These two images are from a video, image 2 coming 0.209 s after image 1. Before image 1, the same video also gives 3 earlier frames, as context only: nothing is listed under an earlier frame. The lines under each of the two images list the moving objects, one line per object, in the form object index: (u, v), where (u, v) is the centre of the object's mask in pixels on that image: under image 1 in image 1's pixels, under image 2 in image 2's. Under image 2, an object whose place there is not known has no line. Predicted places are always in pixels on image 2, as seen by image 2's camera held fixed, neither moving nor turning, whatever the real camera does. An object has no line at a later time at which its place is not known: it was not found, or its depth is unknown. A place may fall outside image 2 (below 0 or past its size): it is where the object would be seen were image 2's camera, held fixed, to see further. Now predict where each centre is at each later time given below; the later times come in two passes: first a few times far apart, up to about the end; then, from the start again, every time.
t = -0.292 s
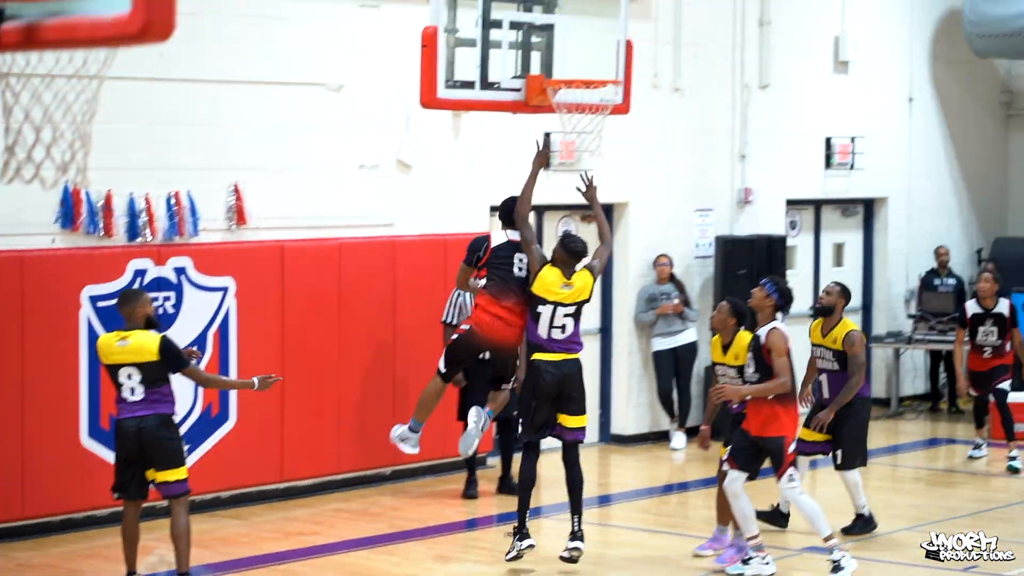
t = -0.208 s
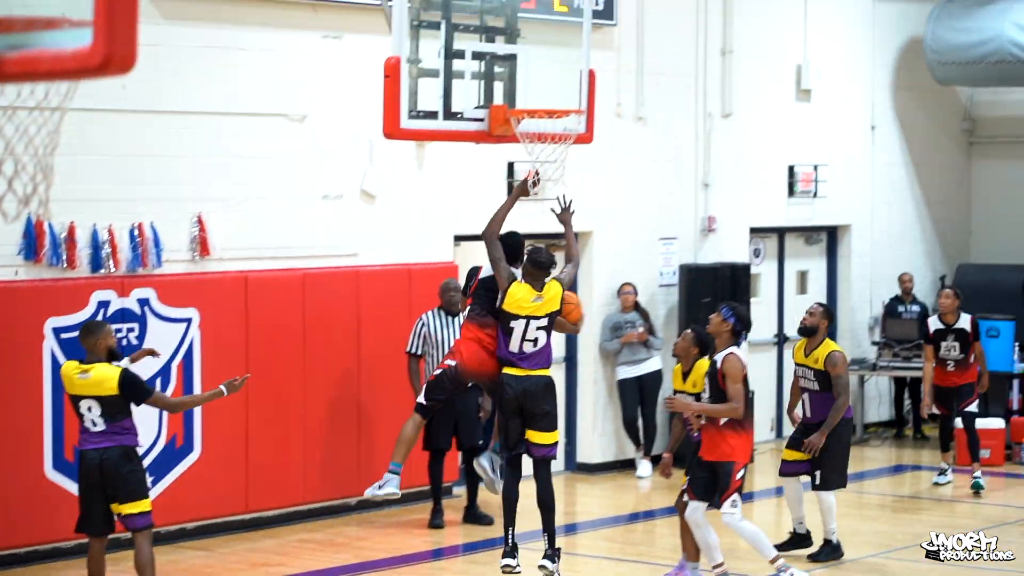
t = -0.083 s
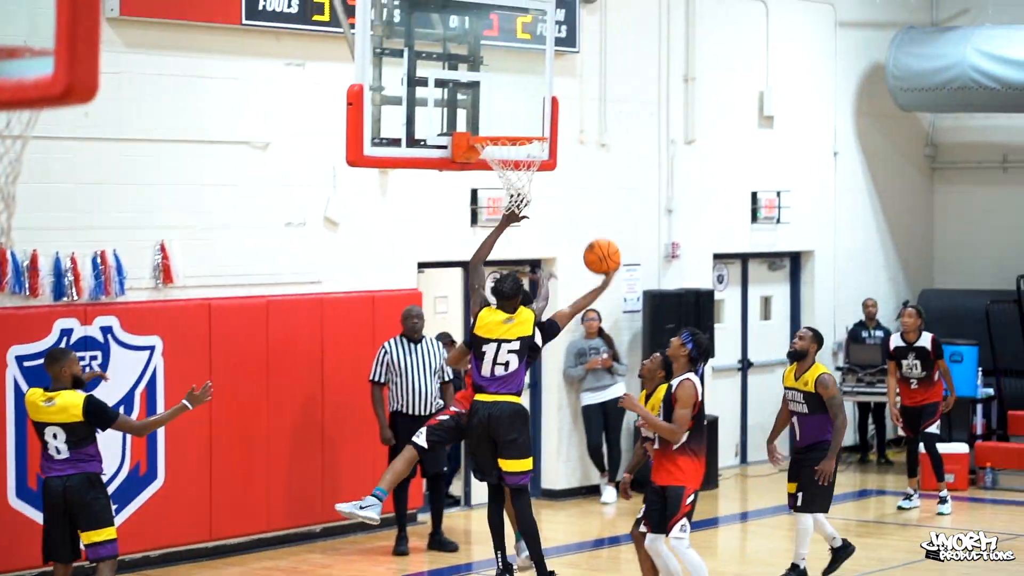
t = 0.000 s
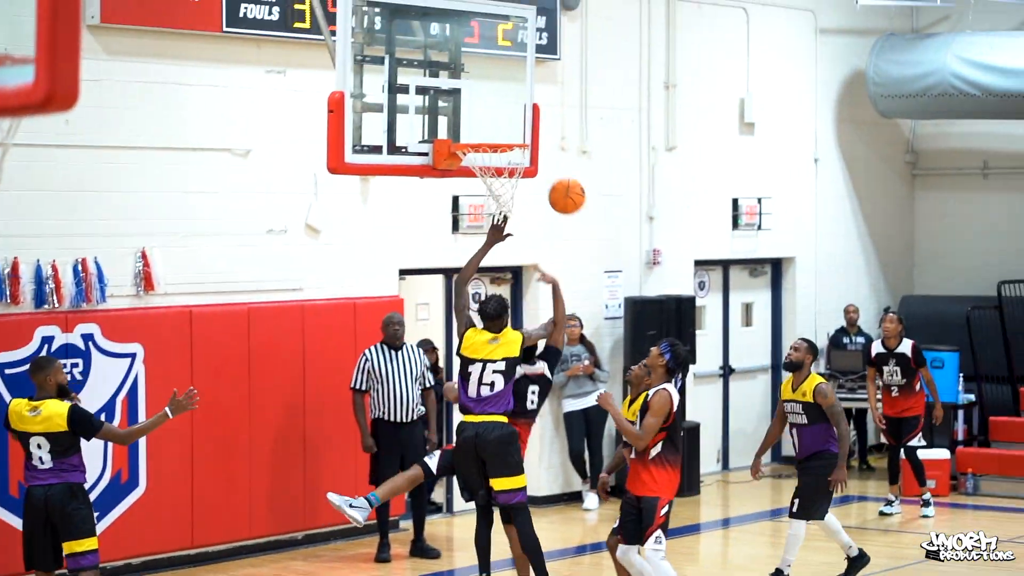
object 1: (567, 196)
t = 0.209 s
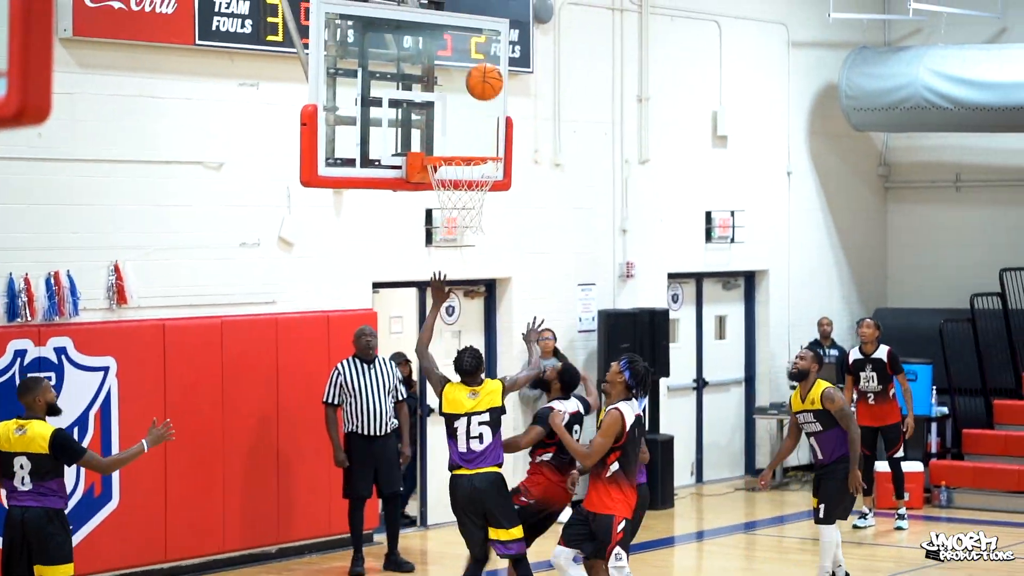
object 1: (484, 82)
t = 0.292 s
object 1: (463, 48)
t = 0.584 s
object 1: (455, 99)
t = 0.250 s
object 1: (473, 64)
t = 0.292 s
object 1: (463, 48)
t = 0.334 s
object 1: (461, 46)
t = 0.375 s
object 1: (459, 48)
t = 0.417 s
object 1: (458, 52)
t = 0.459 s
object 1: (457, 60)
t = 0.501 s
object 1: (456, 70)
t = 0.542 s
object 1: (455, 83)
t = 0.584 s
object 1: (455, 99)
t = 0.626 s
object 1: (453, 118)
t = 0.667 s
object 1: (452, 139)
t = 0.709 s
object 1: (461, 156)
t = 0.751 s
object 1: (474, 171)
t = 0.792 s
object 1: (486, 182)
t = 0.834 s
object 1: (491, 184)
